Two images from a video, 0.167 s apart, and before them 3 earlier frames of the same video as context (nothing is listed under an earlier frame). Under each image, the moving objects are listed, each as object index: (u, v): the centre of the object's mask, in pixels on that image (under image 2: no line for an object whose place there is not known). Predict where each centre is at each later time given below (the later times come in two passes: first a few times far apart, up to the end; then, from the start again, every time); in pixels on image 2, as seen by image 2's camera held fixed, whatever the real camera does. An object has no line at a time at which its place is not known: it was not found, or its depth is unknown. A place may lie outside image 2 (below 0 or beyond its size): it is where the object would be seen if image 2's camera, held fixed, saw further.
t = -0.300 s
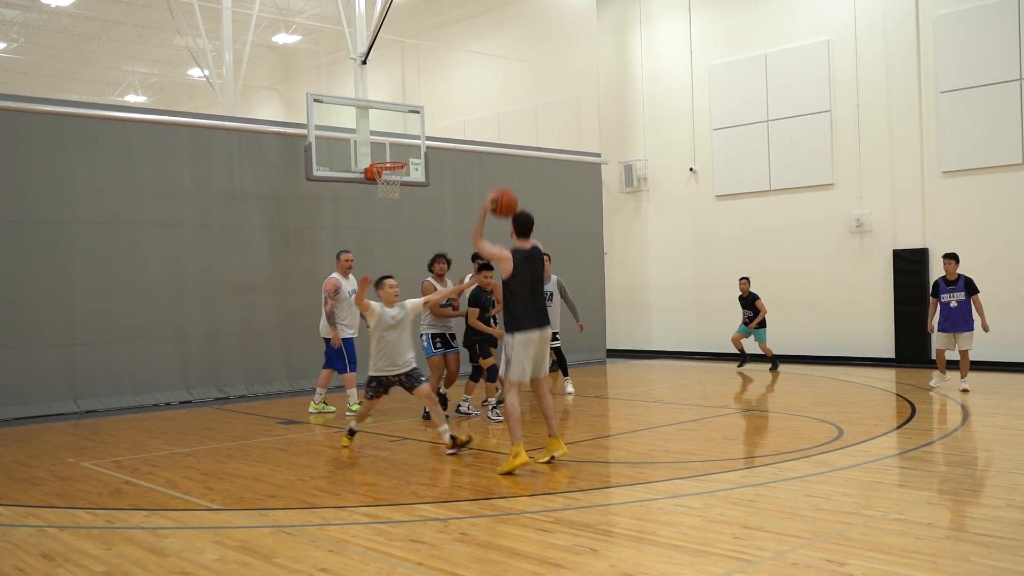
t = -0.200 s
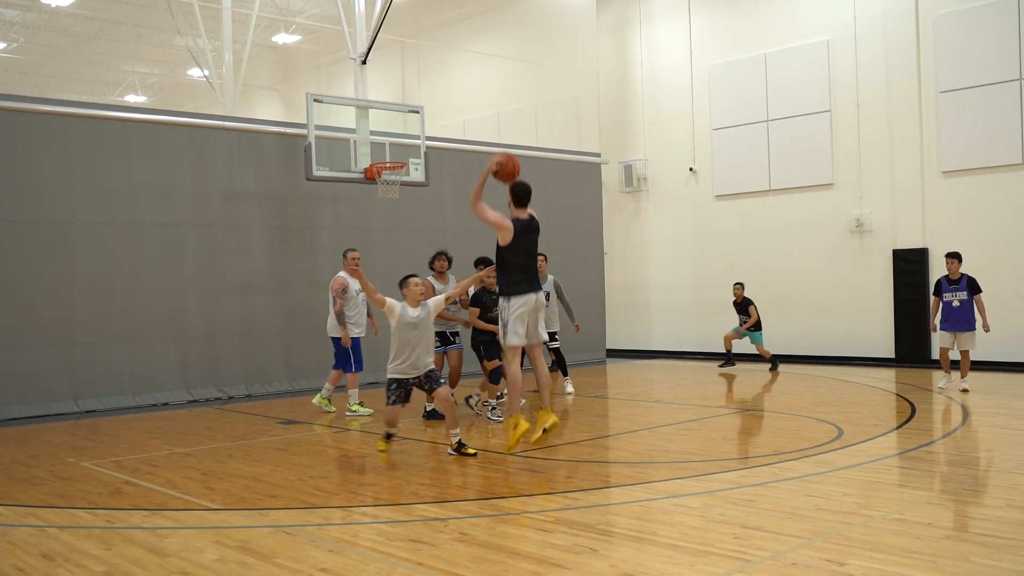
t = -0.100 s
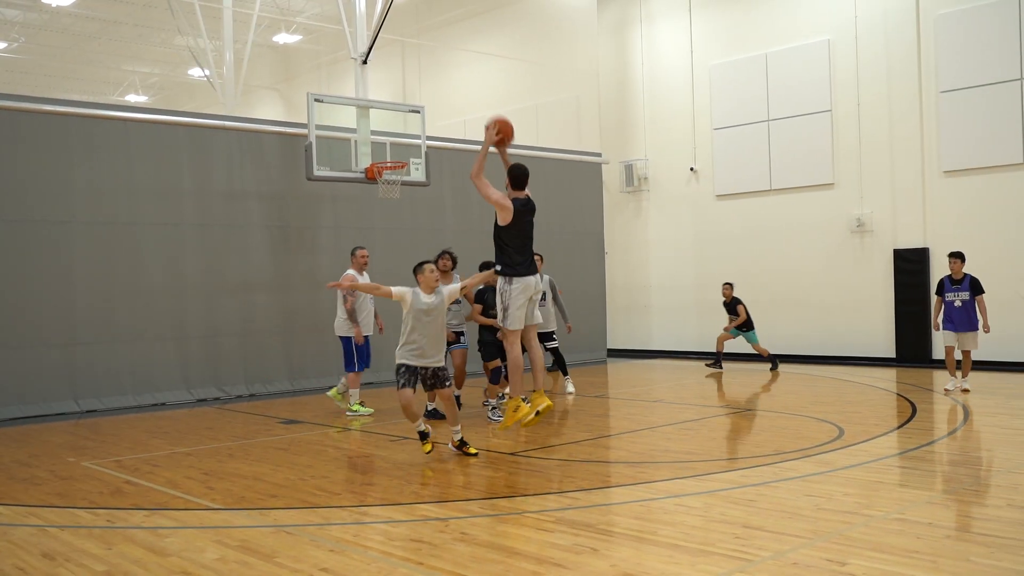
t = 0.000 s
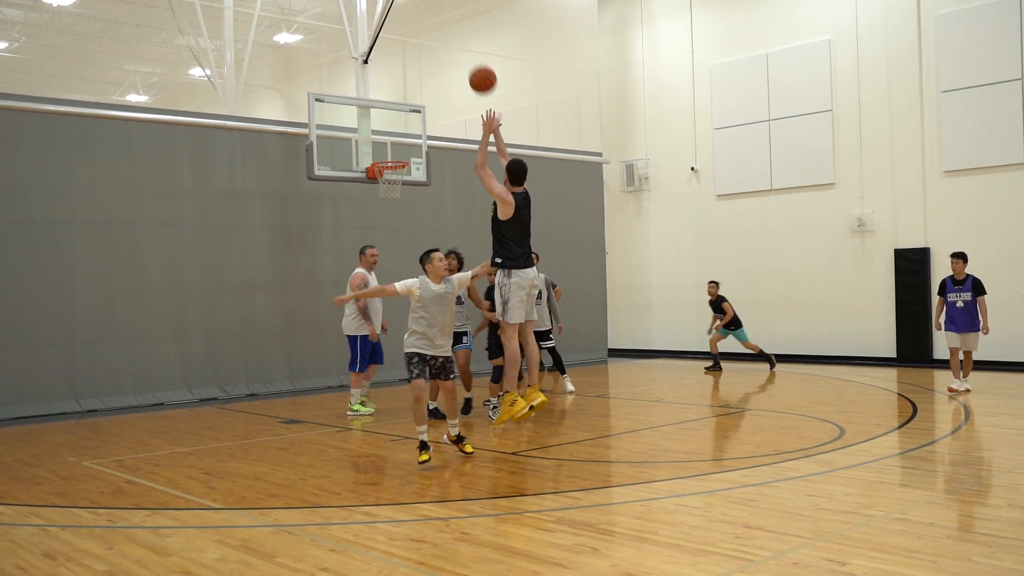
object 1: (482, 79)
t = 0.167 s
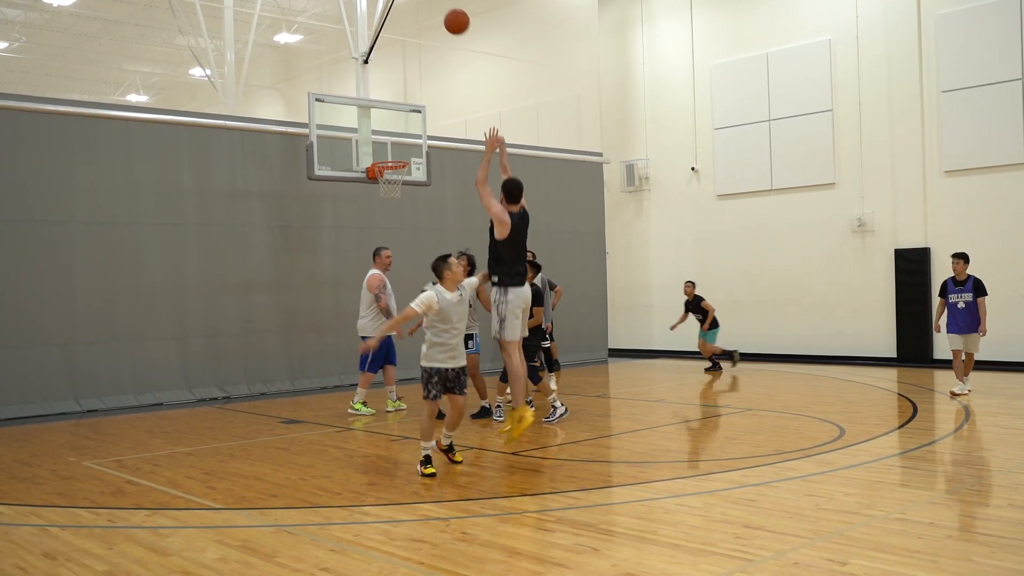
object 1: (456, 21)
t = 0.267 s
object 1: (443, 8)
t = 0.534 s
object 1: (416, 9)
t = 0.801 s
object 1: (395, 69)
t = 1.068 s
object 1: (385, 158)
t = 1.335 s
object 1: (376, 186)
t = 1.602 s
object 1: (361, 212)
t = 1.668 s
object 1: (358, 228)
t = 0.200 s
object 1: (452, 14)
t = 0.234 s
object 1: (448, 10)
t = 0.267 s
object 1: (443, 8)
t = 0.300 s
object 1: (439, 6)
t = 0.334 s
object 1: (436, 5)
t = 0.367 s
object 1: (432, 5)
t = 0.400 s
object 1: (429, 5)
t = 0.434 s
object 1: (425, 5)
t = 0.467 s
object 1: (422, 6)
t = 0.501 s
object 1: (419, 7)
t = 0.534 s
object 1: (416, 9)
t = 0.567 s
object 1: (413, 14)
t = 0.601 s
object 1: (410, 20)
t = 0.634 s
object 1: (407, 26)
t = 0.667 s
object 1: (405, 33)
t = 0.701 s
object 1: (402, 41)
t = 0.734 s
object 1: (400, 50)
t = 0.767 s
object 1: (397, 59)
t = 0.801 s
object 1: (395, 69)
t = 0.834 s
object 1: (393, 79)
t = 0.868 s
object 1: (390, 91)
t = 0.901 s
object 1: (388, 102)
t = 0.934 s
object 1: (386, 116)
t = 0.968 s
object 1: (384, 128)
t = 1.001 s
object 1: (382, 142)
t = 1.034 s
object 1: (380, 155)
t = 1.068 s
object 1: (385, 158)
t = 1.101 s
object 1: (398, 168)
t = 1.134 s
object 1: (397, 170)
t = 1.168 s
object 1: (394, 174)
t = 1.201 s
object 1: (391, 179)
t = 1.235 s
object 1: (385, 179)
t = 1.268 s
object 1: (382, 180)
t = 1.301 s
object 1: (378, 187)
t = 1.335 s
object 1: (376, 186)
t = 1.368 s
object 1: (374, 186)
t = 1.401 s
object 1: (372, 186)
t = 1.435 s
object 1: (370, 188)
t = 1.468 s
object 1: (369, 190)
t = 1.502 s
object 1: (367, 195)
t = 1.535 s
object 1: (365, 199)
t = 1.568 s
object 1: (363, 205)
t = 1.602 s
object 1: (361, 212)
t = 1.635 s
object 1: (360, 220)
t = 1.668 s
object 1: (358, 228)
